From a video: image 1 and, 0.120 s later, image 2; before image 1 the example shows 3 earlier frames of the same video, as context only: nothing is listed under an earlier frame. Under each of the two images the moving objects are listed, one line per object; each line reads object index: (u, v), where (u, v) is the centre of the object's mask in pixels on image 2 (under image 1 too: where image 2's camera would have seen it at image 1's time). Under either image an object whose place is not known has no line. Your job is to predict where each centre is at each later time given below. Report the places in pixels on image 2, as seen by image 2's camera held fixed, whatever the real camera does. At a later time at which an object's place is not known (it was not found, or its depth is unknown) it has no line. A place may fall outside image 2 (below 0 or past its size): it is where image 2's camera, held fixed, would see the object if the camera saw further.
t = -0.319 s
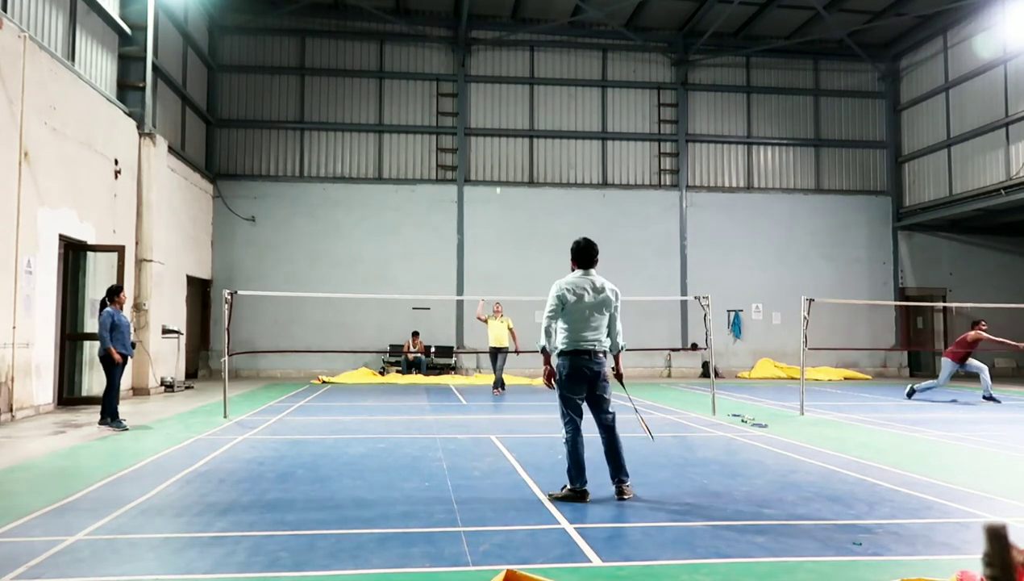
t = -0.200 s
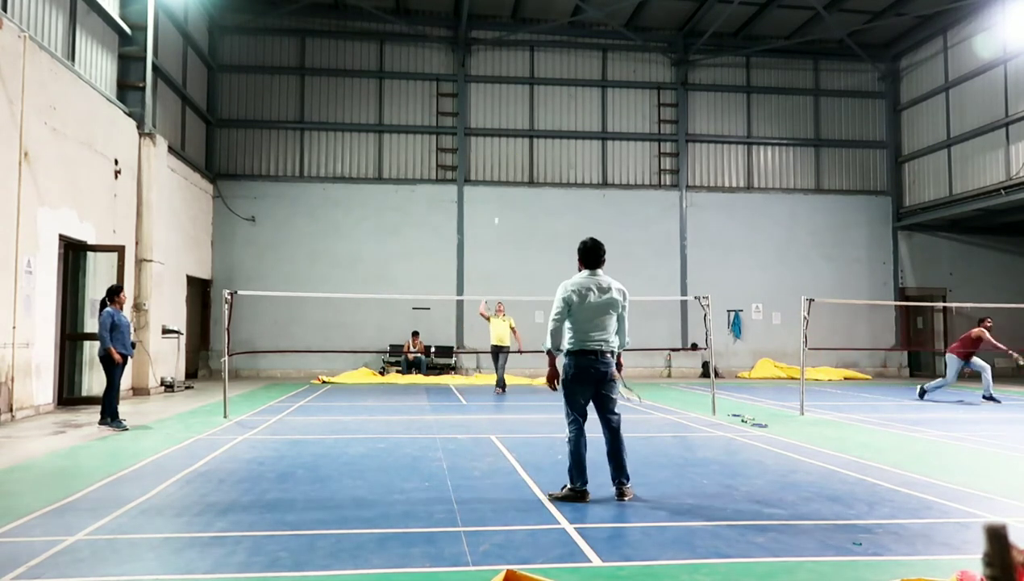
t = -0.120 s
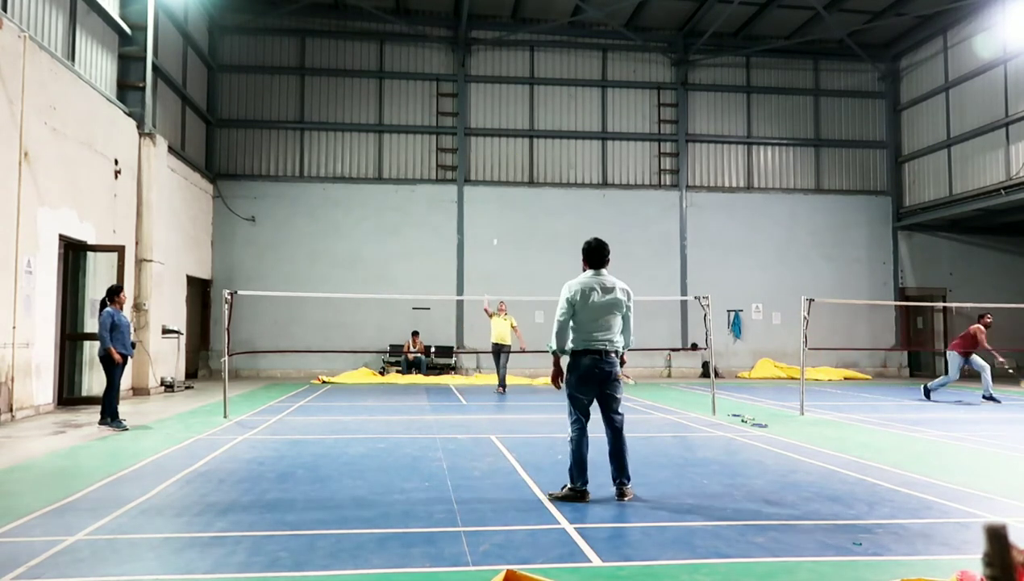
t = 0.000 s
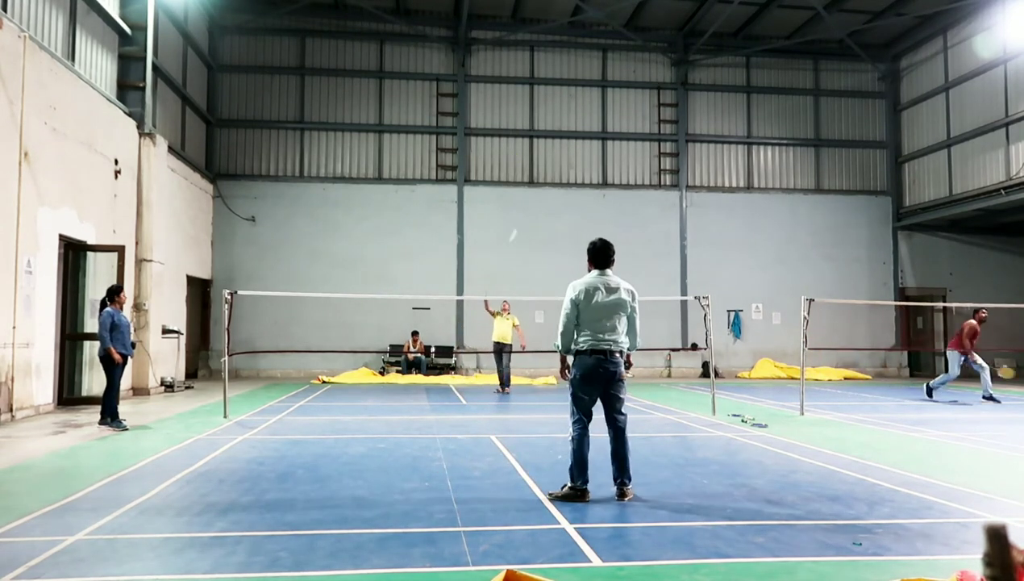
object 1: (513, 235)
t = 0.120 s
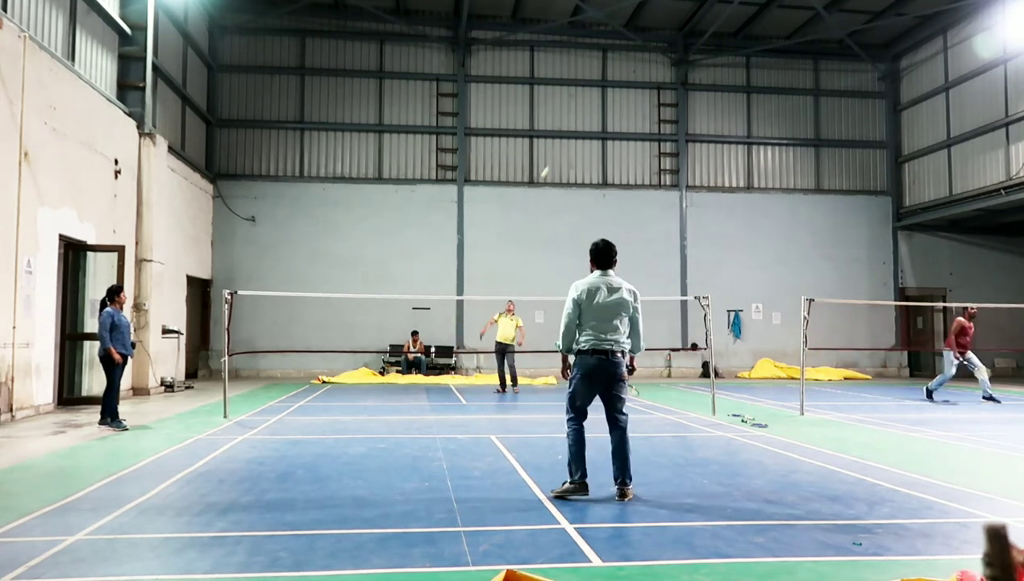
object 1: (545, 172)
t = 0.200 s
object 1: (564, 140)
